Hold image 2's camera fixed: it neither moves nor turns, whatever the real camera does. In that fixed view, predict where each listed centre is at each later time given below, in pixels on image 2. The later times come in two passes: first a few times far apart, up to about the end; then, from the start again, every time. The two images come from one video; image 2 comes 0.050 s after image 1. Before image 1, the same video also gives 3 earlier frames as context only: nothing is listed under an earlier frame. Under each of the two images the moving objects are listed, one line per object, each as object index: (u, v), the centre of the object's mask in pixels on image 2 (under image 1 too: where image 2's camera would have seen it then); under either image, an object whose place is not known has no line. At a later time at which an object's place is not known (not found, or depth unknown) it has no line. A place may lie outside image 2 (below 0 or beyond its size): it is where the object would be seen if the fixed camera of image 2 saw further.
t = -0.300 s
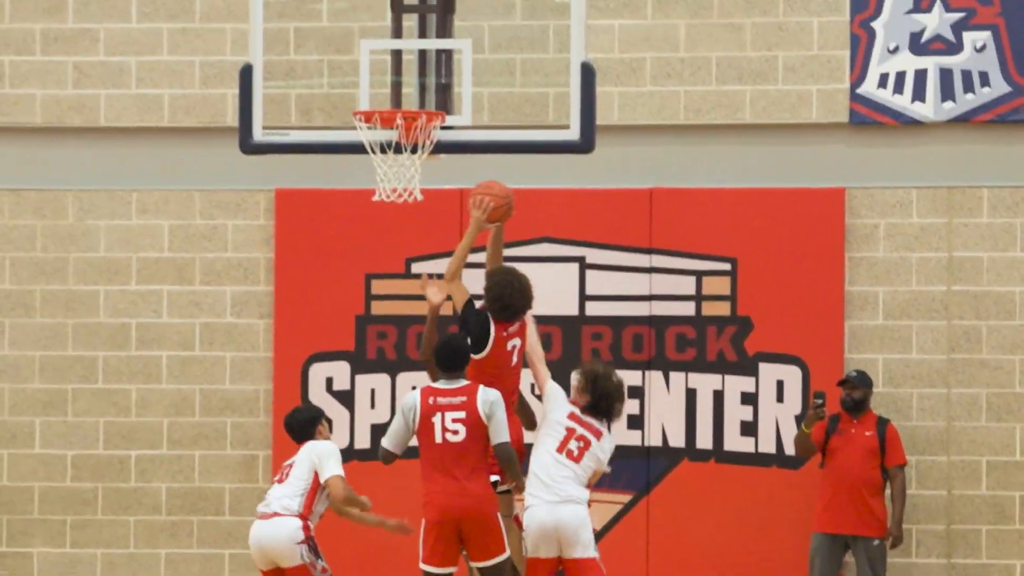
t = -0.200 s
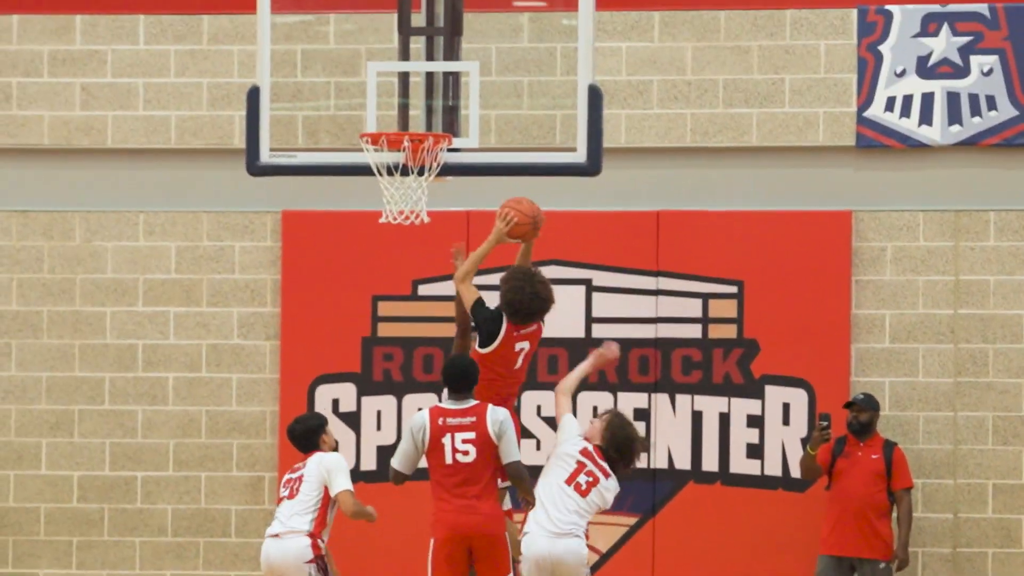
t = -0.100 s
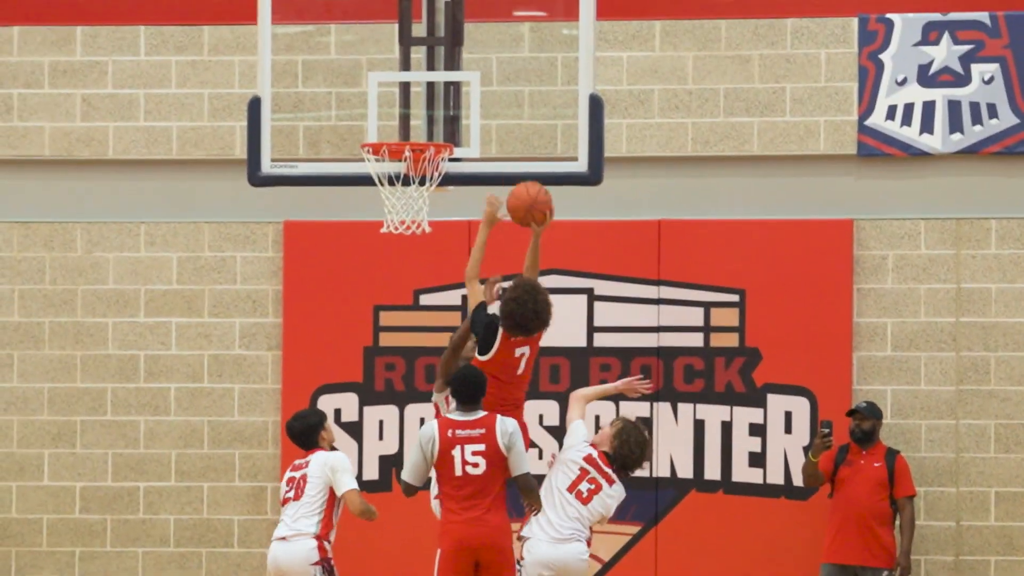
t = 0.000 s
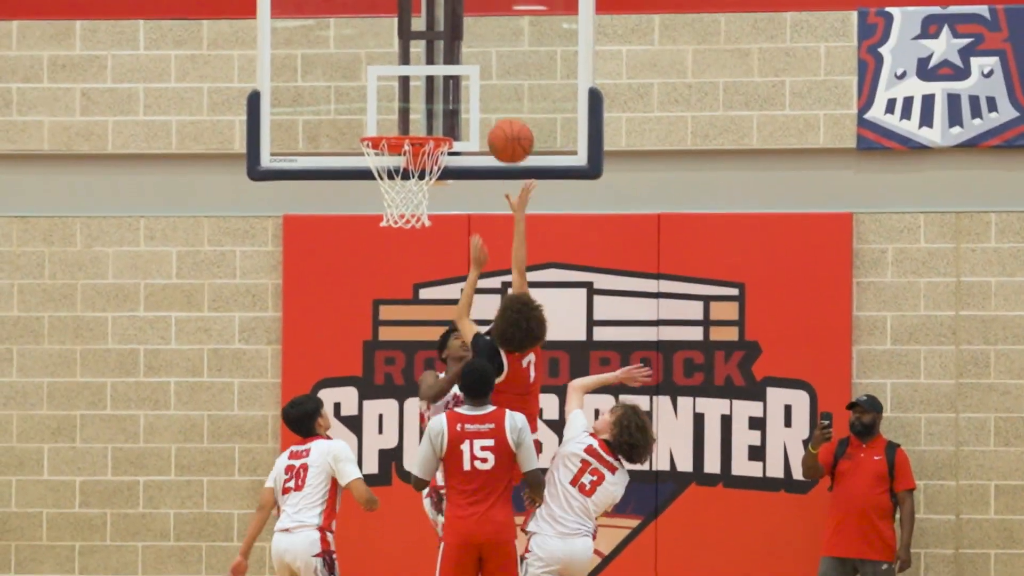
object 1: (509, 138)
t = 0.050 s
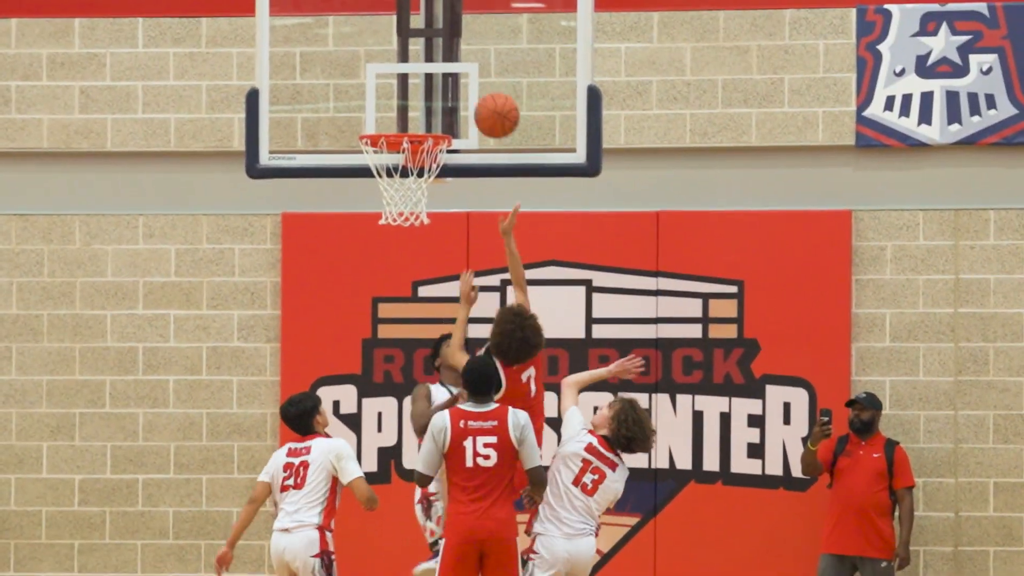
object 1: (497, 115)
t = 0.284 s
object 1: (440, 70)
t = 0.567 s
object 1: (392, 104)
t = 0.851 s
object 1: (405, 152)
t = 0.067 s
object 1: (492, 108)
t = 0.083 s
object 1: (488, 103)
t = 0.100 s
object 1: (484, 97)
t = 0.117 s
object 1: (480, 92)
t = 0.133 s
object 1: (475, 87)
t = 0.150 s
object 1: (471, 83)
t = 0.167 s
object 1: (468, 80)
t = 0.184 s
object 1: (463, 76)
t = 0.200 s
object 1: (460, 74)
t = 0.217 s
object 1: (456, 72)
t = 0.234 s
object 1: (452, 71)
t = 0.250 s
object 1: (448, 70)
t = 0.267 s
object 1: (444, 70)
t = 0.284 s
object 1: (440, 70)
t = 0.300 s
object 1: (436, 70)
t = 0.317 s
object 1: (432, 71)
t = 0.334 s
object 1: (428, 73)
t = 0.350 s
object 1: (423, 75)
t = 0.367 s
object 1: (420, 77)
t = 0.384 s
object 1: (415, 80)
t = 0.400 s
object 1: (411, 83)
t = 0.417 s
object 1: (407, 87)
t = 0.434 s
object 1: (403, 92)
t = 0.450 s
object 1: (399, 97)
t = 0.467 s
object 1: (395, 102)
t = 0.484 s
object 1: (391, 108)
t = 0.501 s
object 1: (387, 113)
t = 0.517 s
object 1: (388, 111)
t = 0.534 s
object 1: (390, 108)
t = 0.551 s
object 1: (391, 106)
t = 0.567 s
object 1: (392, 104)
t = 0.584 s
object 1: (392, 103)
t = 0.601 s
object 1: (394, 102)
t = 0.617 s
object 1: (395, 102)
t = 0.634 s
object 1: (396, 102)
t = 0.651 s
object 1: (396, 102)
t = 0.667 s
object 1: (397, 104)
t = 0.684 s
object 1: (398, 106)
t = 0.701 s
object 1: (399, 108)
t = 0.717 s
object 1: (400, 110)
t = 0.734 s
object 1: (401, 112)
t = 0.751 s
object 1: (402, 114)
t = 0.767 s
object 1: (403, 116)
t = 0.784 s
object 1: (403, 119)
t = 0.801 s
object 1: (401, 128)
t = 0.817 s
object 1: (405, 139)
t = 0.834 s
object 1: (406, 144)
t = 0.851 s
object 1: (405, 152)
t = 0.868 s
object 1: (406, 157)
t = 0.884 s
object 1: (408, 163)
